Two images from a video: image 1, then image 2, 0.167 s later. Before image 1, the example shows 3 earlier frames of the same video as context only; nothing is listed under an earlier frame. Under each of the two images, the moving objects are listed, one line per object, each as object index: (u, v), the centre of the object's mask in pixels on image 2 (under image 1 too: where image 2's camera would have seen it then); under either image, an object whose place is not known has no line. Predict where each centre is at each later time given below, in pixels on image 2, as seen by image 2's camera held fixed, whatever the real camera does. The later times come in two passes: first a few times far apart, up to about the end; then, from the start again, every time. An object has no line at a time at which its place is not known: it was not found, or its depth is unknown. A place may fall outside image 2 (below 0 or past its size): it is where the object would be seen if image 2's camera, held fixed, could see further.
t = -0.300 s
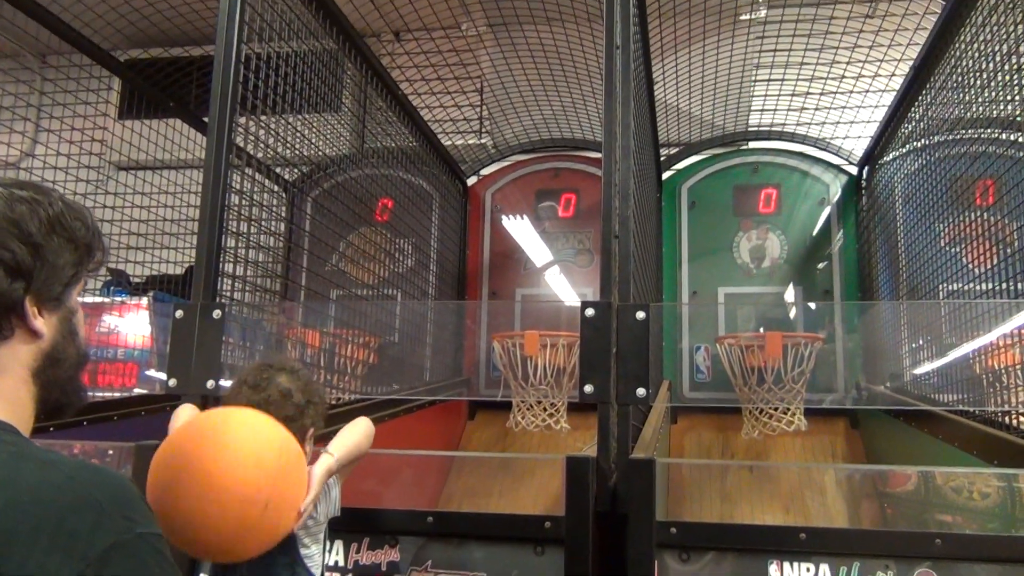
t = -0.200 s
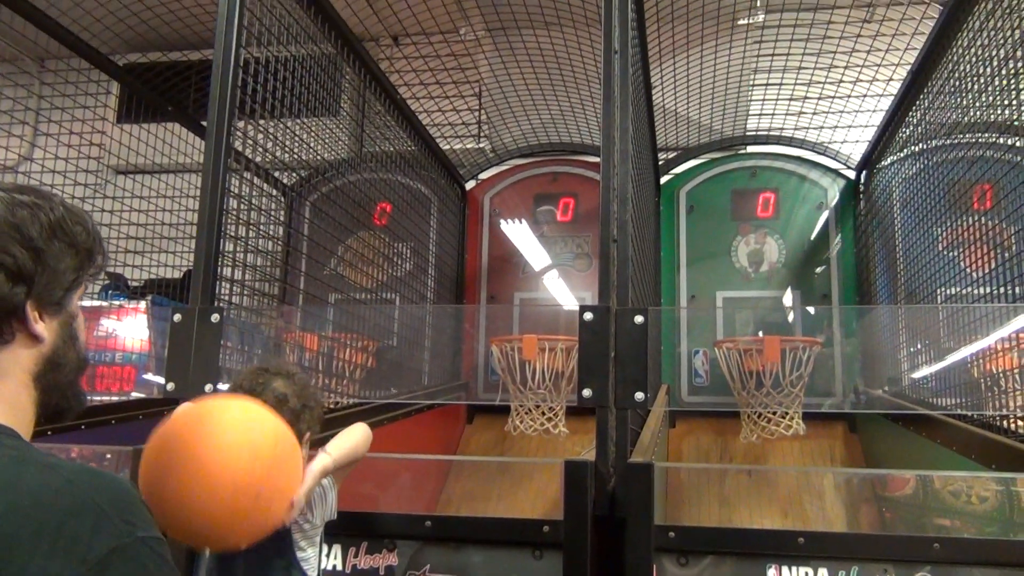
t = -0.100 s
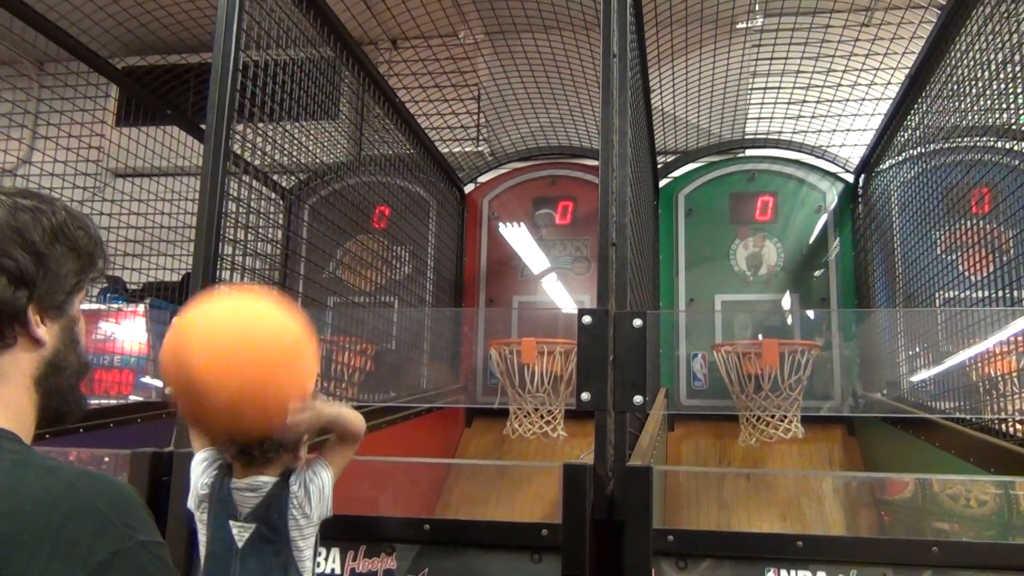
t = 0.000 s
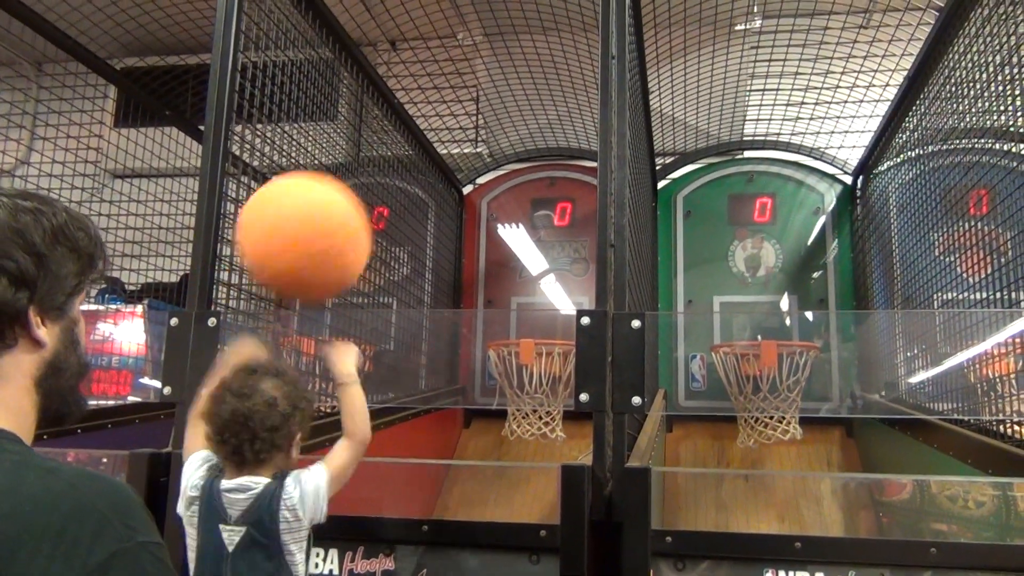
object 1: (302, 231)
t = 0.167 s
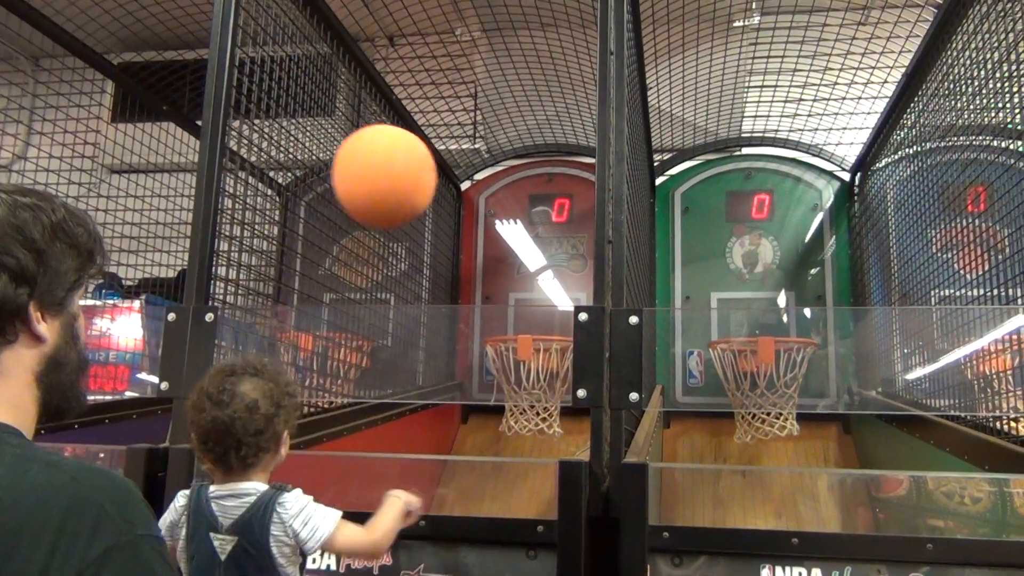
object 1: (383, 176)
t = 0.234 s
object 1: (407, 189)
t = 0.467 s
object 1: (461, 342)
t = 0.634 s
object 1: (485, 504)
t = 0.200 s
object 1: (396, 181)
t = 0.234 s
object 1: (407, 189)
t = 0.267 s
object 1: (417, 201)
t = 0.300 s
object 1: (426, 217)
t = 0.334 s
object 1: (434, 236)
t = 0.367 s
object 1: (442, 258)
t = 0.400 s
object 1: (449, 281)
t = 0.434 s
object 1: (456, 311)
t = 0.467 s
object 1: (461, 342)
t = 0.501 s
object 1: (467, 375)
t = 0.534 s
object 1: (472, 408)
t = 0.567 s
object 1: (476, 443)
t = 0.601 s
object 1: (479, 483)
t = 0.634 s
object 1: (485, 504)
